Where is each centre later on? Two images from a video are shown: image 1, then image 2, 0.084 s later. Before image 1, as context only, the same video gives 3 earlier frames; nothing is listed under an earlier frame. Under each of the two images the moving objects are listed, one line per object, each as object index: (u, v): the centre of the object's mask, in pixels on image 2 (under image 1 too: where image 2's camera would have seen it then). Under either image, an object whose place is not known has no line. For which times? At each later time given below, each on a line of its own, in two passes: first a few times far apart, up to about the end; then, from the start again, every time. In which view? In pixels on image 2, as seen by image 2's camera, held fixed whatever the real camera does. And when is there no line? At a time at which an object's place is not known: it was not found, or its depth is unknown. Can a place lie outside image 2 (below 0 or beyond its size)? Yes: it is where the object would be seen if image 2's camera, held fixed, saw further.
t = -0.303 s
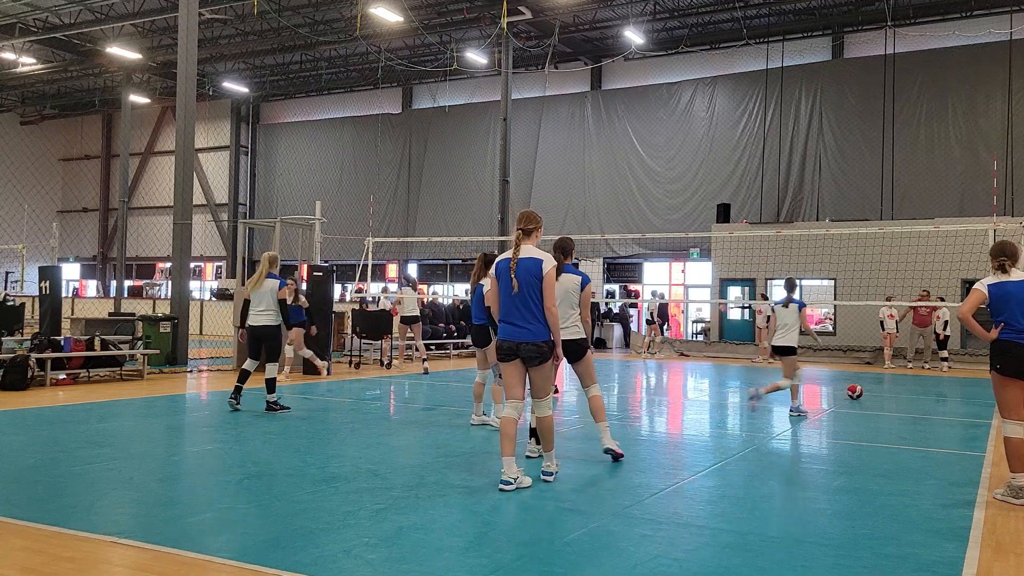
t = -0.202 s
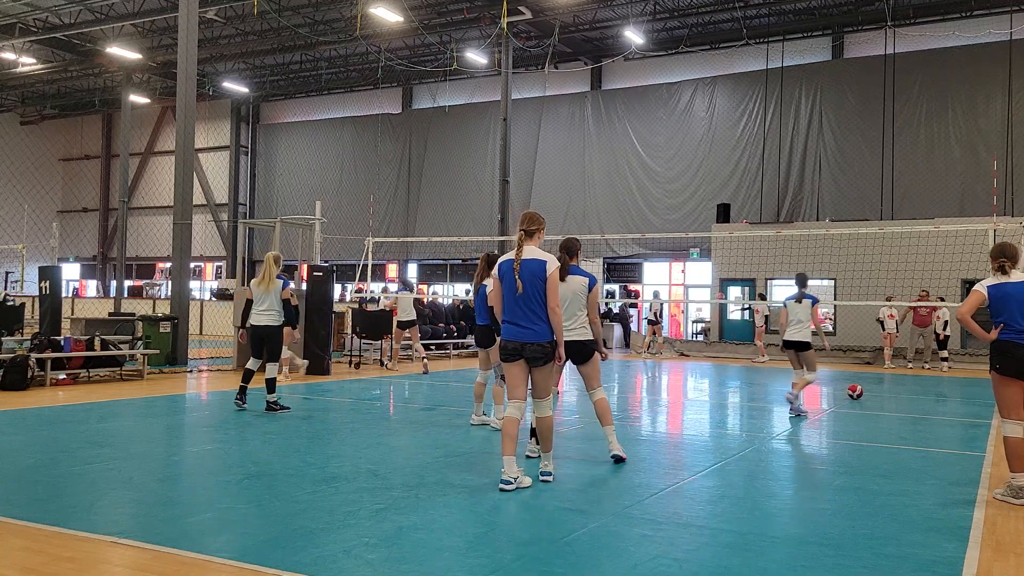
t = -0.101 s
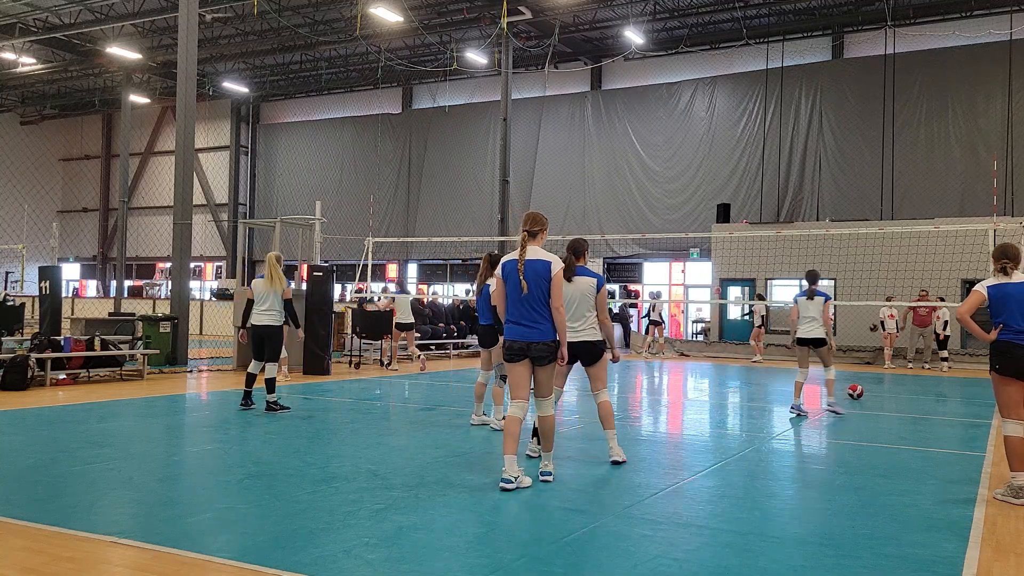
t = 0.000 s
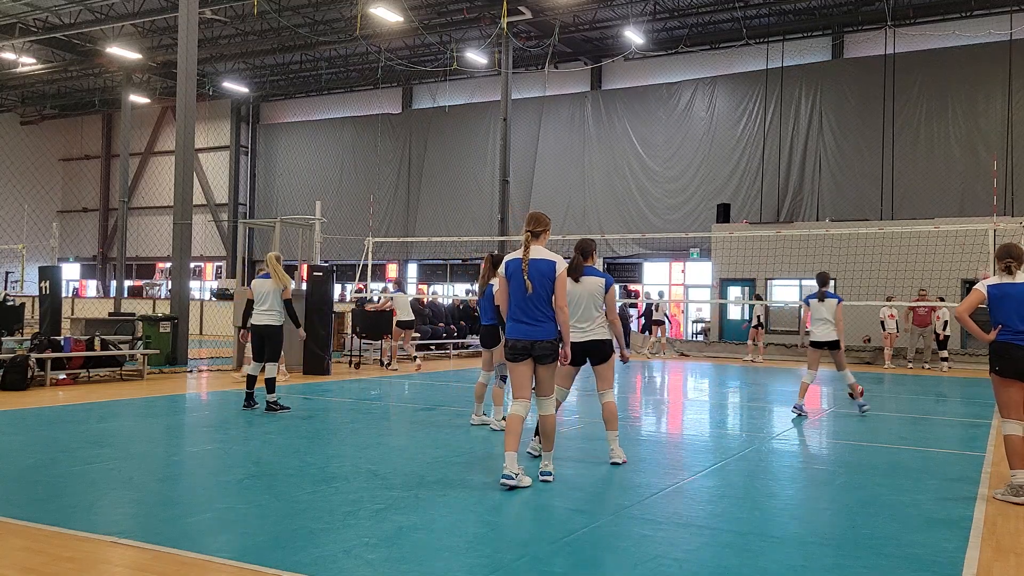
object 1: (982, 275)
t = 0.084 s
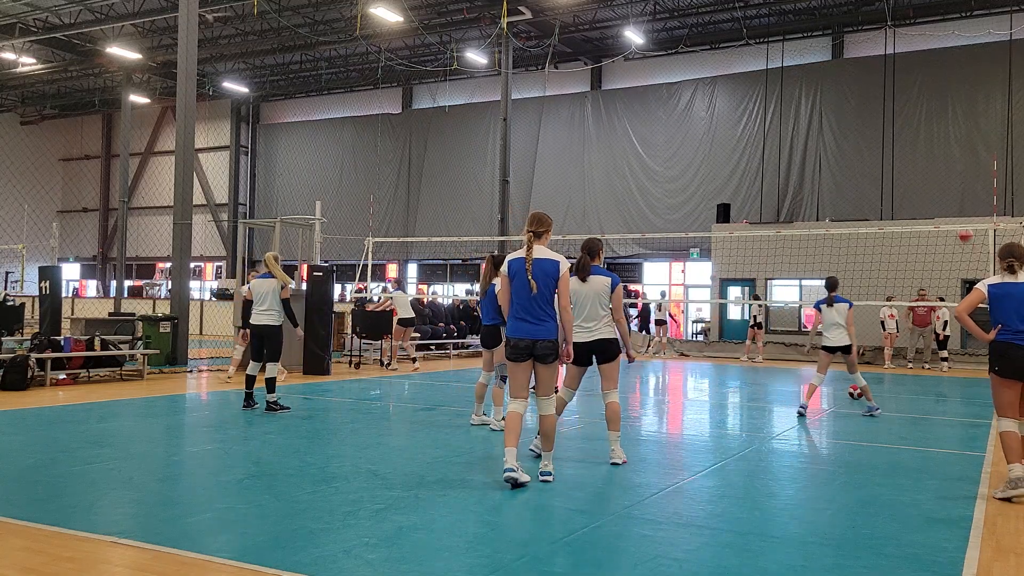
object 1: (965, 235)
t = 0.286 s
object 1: (908, 148)
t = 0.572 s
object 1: (824, 79)
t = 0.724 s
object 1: (777, 69)
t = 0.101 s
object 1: (960, 225)
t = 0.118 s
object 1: (955, 216)
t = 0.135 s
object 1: (950, 209)
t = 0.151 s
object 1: (945, 202)
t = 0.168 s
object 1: (941, 194)
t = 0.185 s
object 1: (936, 187)
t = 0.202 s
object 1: (931, 180)
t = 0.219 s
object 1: (927, 173)
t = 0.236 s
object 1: (922, 167)
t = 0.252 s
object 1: (918, 160)
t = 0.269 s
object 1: (913, 154)
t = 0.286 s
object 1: (908, 148)
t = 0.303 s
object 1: (904, 142)
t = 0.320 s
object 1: (899, 137)
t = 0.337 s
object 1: (894, 131)
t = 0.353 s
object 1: (889, 126)
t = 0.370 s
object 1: (884, 121)
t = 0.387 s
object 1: (879, 116)
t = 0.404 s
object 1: (874, 112)
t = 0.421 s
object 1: (869, 108)
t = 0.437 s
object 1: (864, 103)
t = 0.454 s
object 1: (859, 99)
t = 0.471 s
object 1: (854, 96)
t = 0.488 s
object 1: (849, 93)
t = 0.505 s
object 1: (844, 90)
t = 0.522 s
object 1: (839, 87)
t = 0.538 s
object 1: (834, 84)
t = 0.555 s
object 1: (829, 82)
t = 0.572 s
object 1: (824, 79)
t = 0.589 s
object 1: (819, 78)
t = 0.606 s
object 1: (814, 76)
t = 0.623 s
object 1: (808, 74)
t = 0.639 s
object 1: (803, 73)
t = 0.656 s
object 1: (799, 71)
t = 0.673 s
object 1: (793, 71)
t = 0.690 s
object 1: (788, 70)
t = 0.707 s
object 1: (783, 69)
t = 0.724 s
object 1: (777, 69)
